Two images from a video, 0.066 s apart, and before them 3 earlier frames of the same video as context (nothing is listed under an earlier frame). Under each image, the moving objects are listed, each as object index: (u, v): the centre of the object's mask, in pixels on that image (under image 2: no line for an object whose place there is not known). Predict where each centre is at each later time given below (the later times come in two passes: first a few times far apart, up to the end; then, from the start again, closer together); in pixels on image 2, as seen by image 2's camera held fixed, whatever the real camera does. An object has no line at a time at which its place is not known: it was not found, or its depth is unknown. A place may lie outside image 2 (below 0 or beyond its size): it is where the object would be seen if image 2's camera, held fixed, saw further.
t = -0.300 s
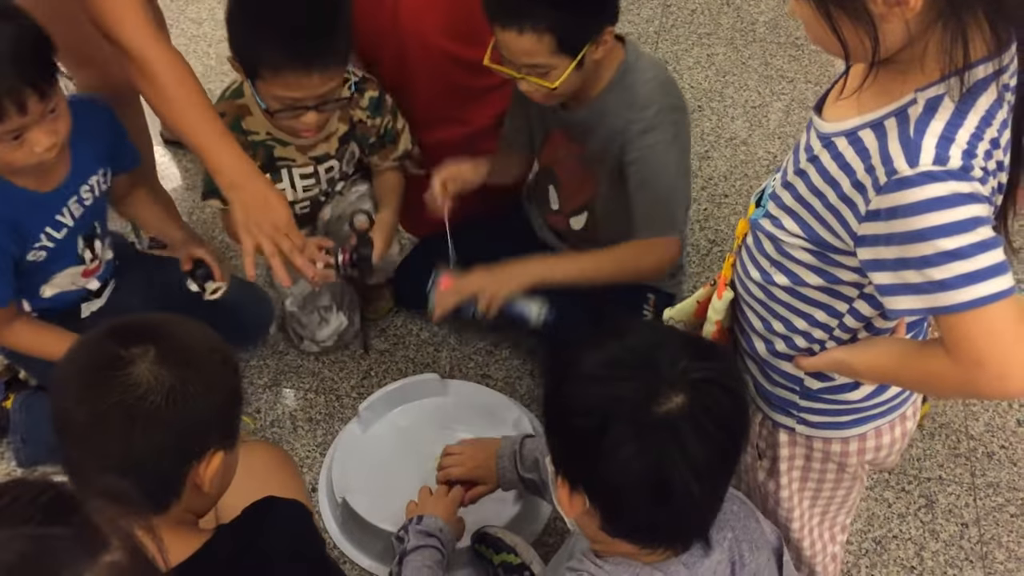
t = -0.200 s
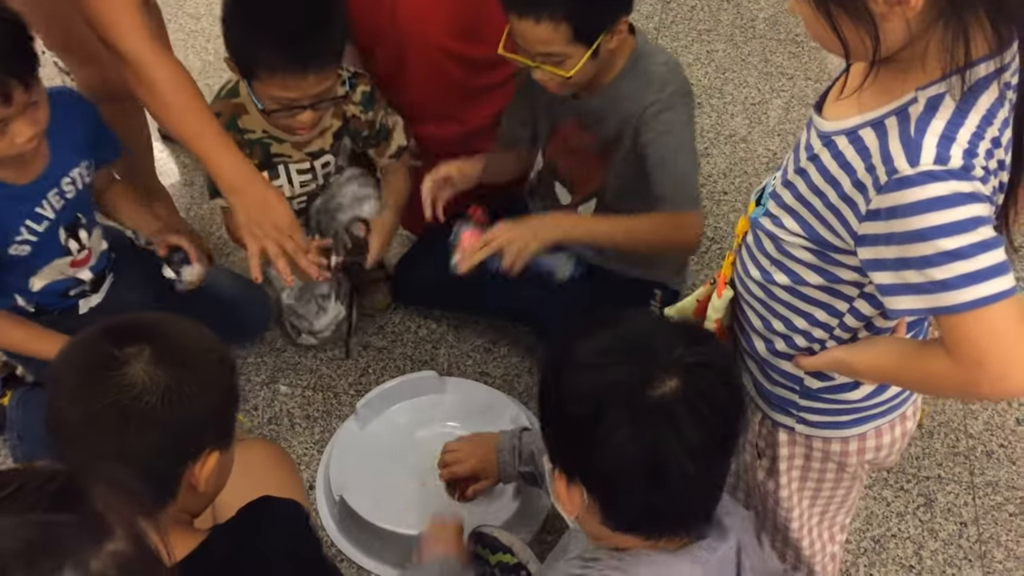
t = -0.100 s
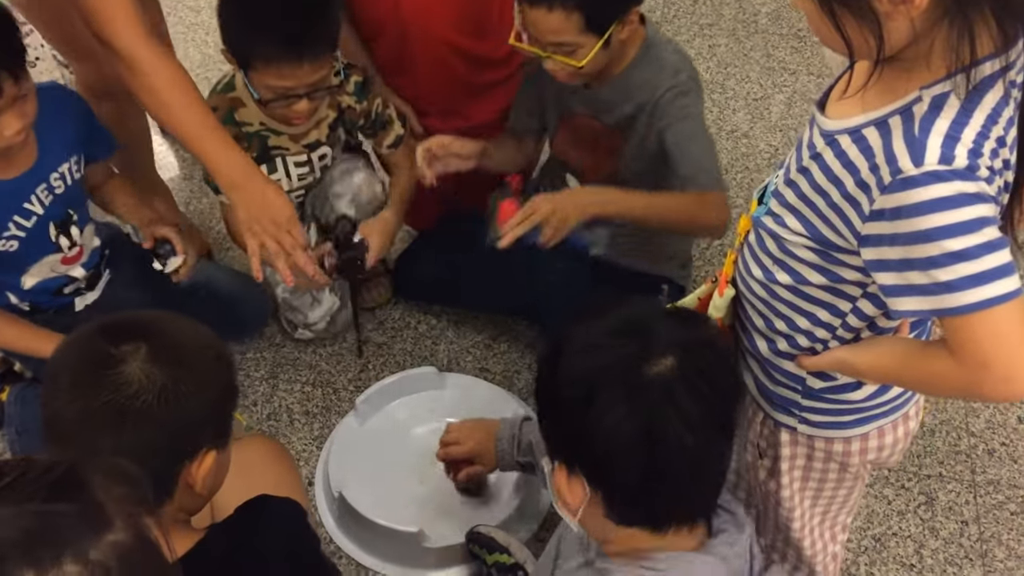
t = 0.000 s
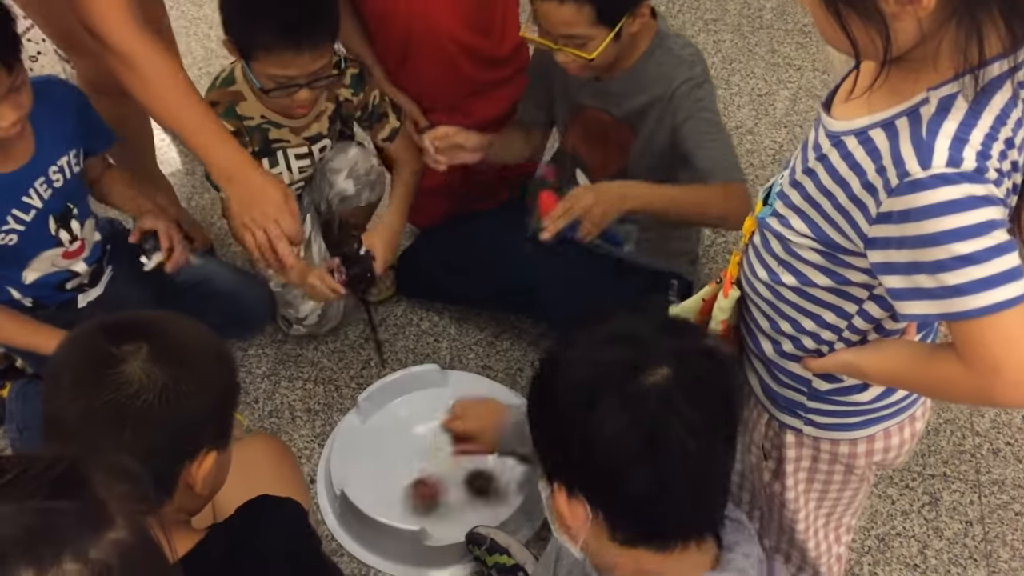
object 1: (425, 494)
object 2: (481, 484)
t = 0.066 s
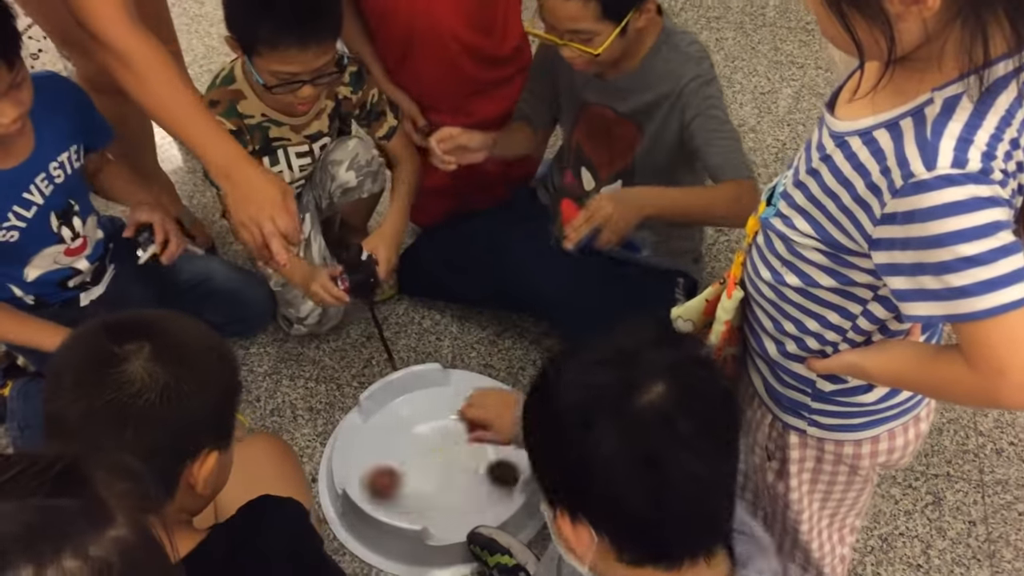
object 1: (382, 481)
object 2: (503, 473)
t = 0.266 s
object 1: (385, 432)
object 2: (474, 448)
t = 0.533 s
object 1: (402, 410)
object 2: (469, 449)
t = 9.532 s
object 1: (460, 447)
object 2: (461, 486)
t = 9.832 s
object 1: (440, 448)
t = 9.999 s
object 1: (429, 452)
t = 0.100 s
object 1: (367, 478)
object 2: (507, 468)
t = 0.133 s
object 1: (368, 468)
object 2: (502, 463)
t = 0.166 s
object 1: (371, 458)
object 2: (495, 458)
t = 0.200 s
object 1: (376, 449)
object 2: (487, 454)
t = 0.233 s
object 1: (381, 440)
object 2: (480, 450)
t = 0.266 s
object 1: (385, 432)
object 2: (474, 448)
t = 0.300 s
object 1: (389, 427)
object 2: (469, 446)
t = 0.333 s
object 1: (393, 421)
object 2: (466, 445)
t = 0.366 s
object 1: (397, 417)
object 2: (464, 445)
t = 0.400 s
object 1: (399, 414)
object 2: (464, 446)
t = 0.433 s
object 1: (401, 411)
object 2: (465, 446)
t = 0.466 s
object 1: (402, 410)
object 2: (466, 447)
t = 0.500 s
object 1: (403, 410)
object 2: (467, 448)
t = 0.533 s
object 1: (402, 410)
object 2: (469, 449)
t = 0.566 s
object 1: (401, 411)
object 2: (471, 450)
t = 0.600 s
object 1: (399, 413)
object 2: (472, 451)
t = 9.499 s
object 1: (463, 447)
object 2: (459, 488)
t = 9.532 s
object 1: (460, 447)
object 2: (461, 486)
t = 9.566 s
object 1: (458, 446)
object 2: (463, 485)
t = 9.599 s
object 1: (456, 445)
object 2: (465, 484)
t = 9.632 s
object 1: (453, 446)
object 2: (466, 483)
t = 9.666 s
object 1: (451, 445)
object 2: (468, 481)
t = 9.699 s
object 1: (449, 446)
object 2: (470, 479)
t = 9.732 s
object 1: (446, 446)
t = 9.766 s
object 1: (444, 447)
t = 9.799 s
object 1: (442, 447)
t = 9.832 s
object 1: (440, 448)
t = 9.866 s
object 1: (438, 448)
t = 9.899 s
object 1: (436, 449)
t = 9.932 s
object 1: (433, 449)
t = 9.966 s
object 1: (432, 451)
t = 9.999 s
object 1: (429, 452)
